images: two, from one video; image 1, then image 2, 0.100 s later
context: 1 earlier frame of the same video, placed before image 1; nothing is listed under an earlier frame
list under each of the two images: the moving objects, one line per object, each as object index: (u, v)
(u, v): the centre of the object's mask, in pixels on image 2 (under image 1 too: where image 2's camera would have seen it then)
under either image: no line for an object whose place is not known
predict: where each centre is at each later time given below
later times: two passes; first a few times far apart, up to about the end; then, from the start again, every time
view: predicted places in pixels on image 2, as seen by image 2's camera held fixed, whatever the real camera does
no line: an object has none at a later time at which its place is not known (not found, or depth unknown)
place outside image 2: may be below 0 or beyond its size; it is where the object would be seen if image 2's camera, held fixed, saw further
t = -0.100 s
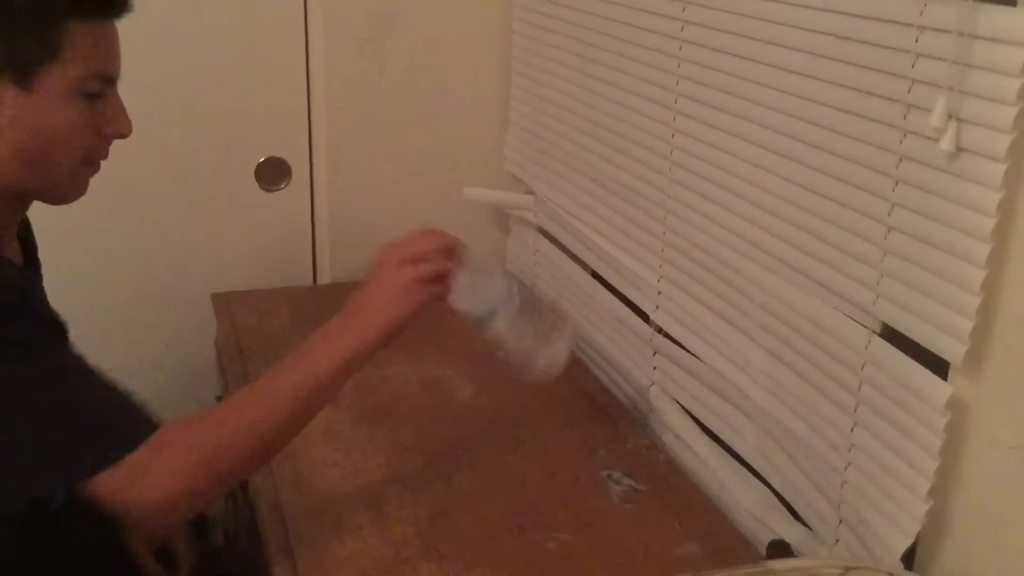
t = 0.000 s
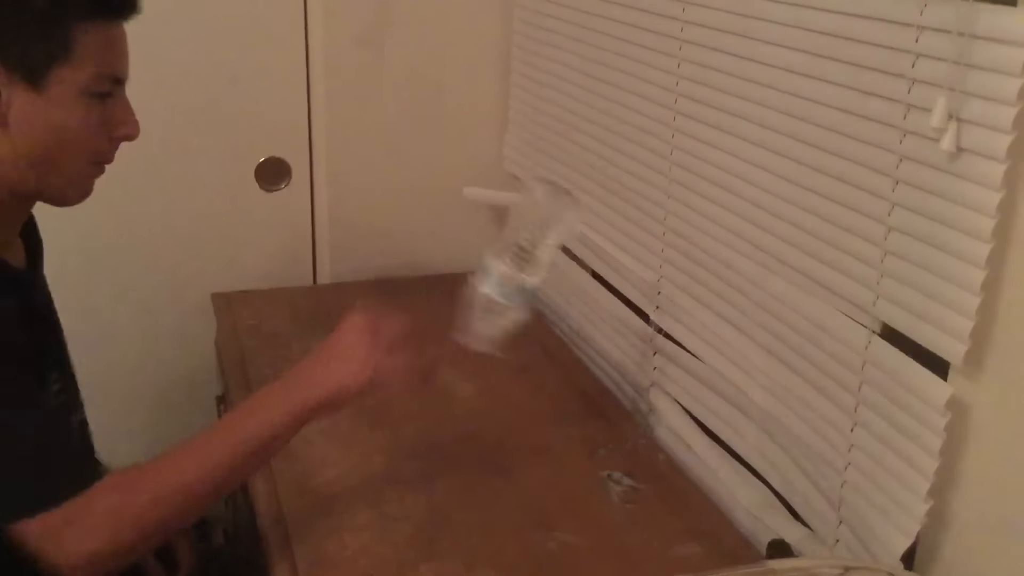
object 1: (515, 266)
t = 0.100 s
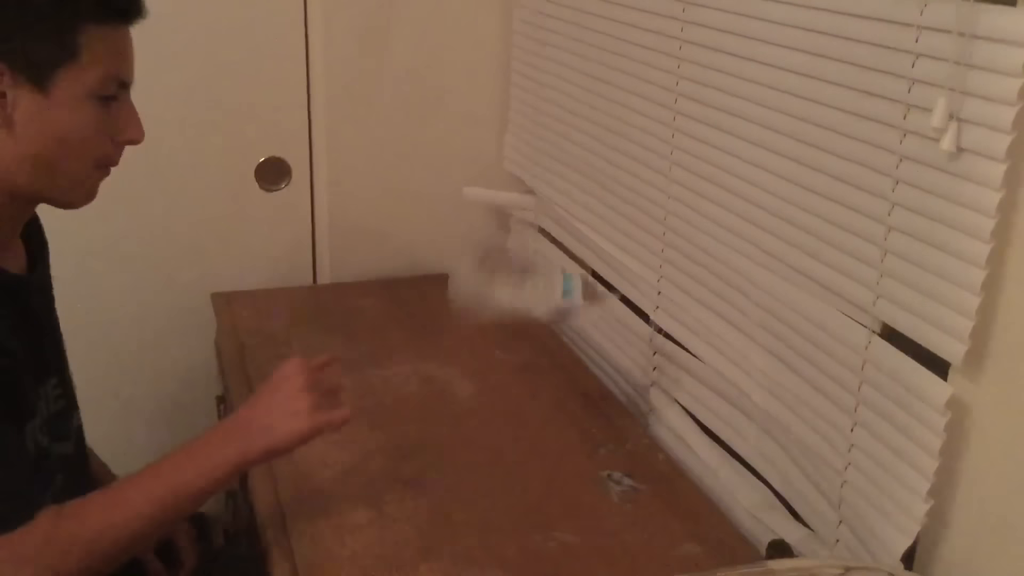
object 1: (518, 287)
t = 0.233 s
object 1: (531, 376)
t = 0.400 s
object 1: (525, 352)
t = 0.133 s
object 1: (519, 321)
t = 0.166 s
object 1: (528, 360)
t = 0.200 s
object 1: (533, 394)
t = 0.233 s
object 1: (531, 376)
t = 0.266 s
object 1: (530, 355)
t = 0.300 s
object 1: (529, 340)
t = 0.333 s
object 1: (529, 335)
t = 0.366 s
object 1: (527, 341)
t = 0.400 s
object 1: (525, 352)
